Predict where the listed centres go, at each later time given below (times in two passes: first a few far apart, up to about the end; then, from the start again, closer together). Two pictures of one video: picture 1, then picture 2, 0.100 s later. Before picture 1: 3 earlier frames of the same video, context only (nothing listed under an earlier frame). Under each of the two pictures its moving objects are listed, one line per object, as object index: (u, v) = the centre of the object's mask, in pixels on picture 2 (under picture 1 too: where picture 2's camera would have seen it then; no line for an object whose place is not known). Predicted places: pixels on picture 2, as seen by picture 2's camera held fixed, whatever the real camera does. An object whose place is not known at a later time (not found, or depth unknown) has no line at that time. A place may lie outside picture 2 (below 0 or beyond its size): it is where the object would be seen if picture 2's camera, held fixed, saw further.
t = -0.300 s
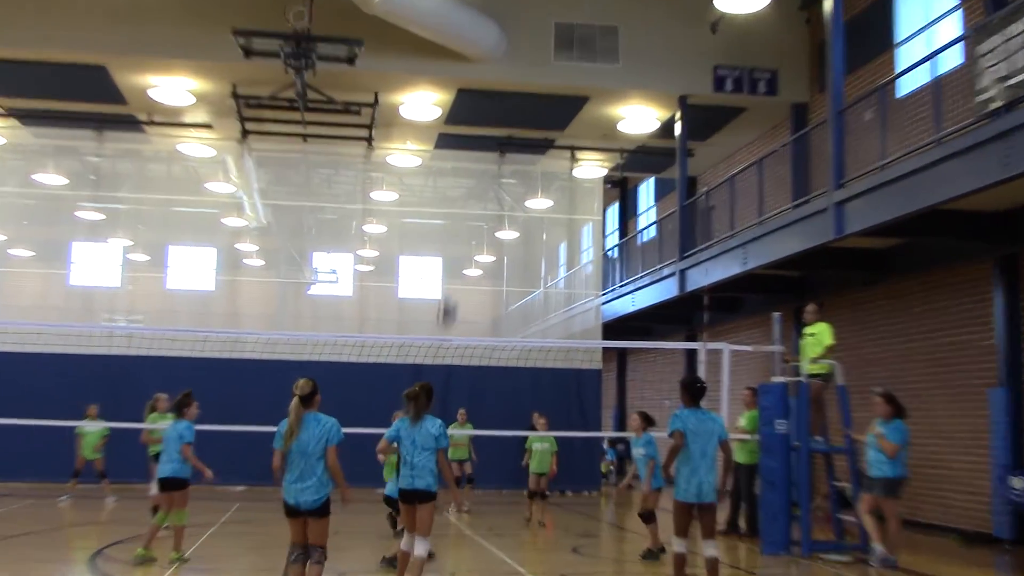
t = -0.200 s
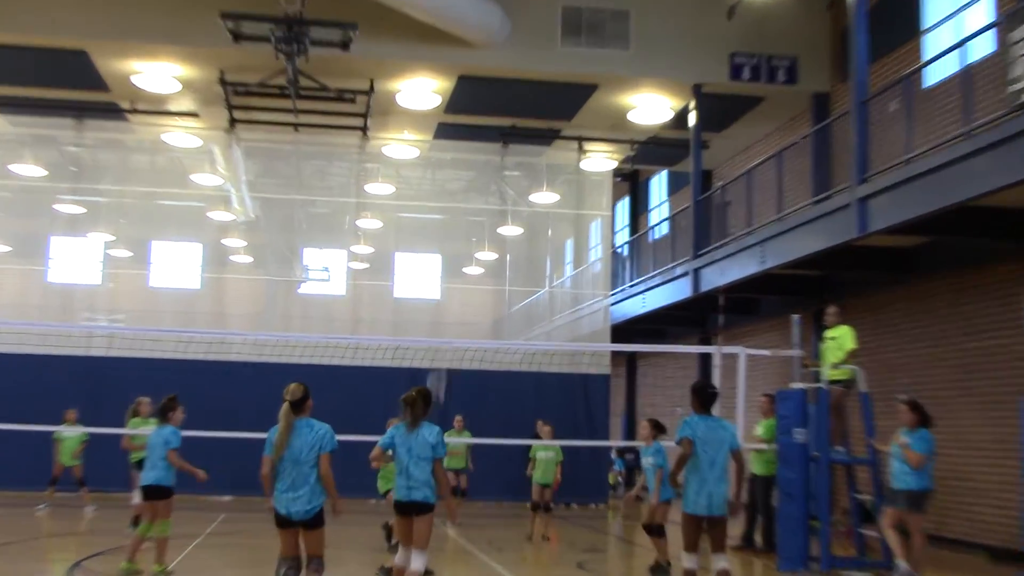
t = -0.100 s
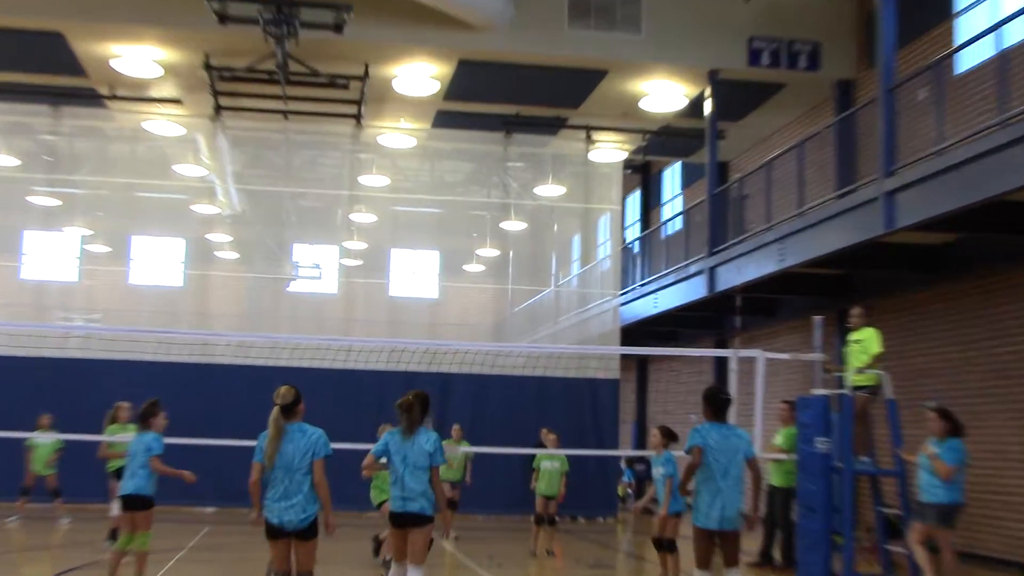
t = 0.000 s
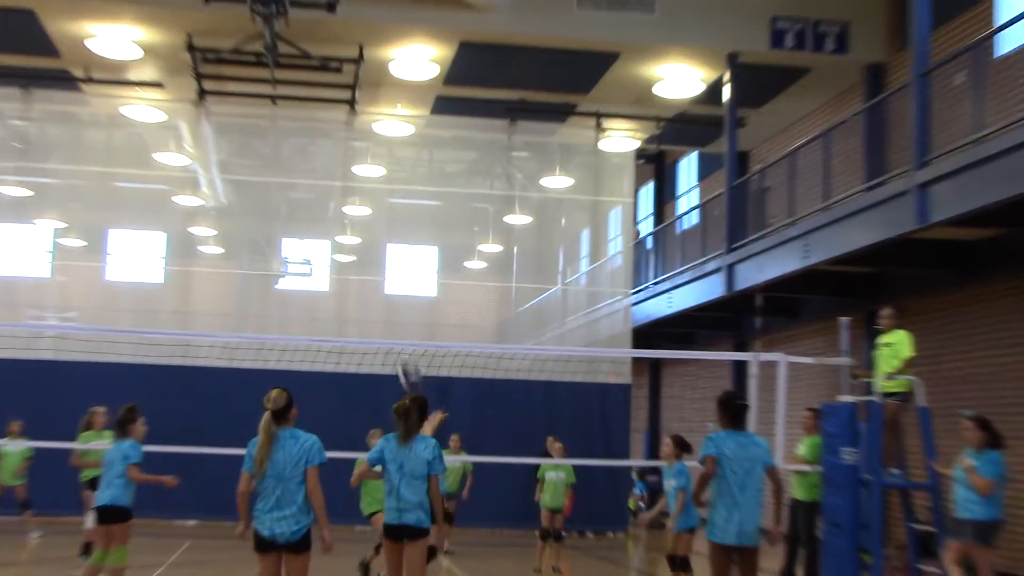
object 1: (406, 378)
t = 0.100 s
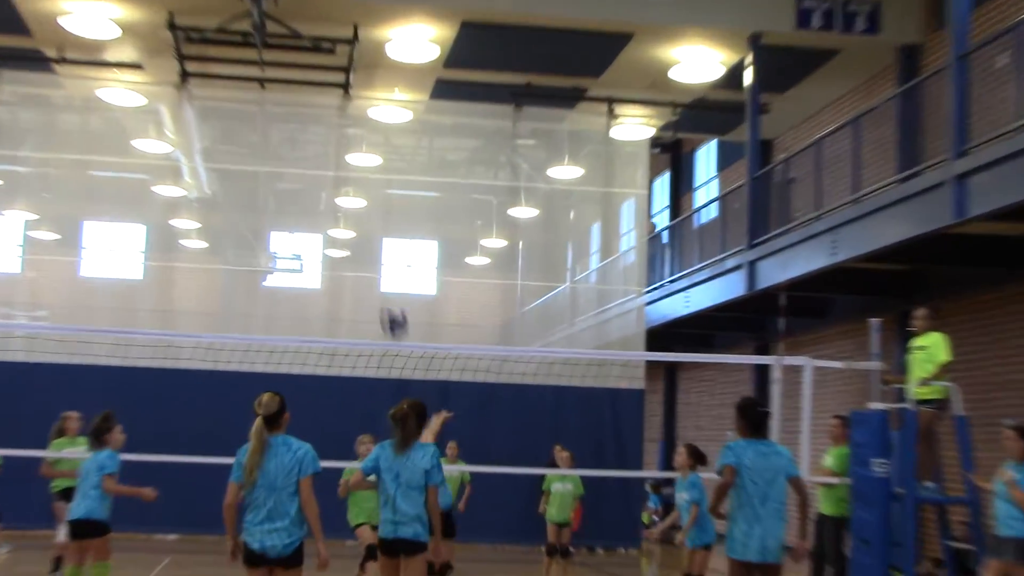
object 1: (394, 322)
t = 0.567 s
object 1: (333, 232)
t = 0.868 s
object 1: (286, 319)
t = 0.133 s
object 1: (390, 307)
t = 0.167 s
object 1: (385, 294)
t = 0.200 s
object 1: (380, 279)
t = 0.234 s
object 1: (376, 269)
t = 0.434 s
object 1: (351, 230)
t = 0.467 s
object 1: (347, 228)
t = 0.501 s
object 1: (342, 228)
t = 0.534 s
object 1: (337, 229)
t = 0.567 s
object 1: (333, 232)
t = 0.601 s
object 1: (328, 236)
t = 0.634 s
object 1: (323, 241)
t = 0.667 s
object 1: (318, 248)
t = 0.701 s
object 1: (313, 257)
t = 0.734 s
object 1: (307, 266)
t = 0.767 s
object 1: (302, 275)
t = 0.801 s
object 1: (296, 292)
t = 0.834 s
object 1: (292, 304)
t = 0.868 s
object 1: (286, 319)
